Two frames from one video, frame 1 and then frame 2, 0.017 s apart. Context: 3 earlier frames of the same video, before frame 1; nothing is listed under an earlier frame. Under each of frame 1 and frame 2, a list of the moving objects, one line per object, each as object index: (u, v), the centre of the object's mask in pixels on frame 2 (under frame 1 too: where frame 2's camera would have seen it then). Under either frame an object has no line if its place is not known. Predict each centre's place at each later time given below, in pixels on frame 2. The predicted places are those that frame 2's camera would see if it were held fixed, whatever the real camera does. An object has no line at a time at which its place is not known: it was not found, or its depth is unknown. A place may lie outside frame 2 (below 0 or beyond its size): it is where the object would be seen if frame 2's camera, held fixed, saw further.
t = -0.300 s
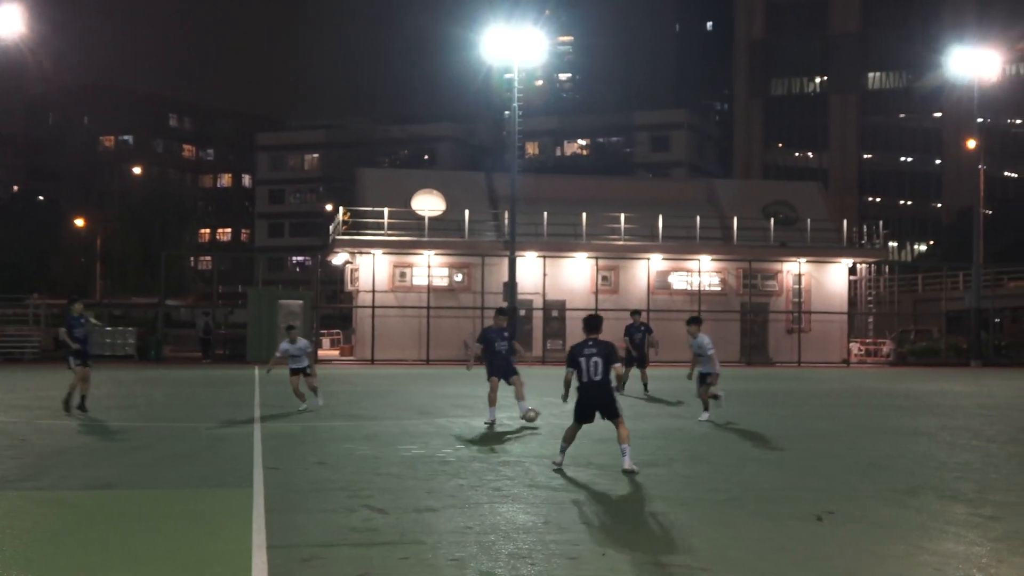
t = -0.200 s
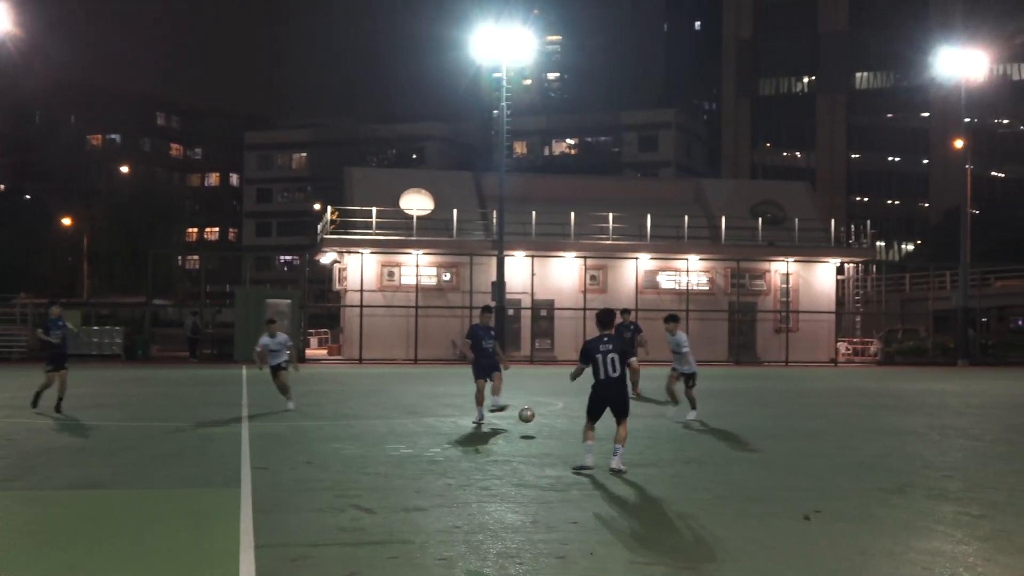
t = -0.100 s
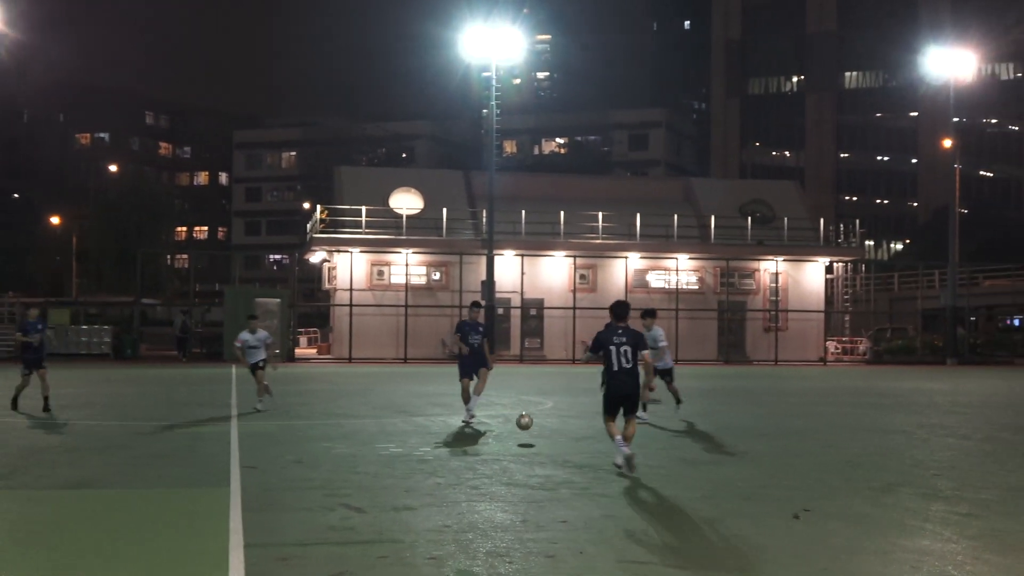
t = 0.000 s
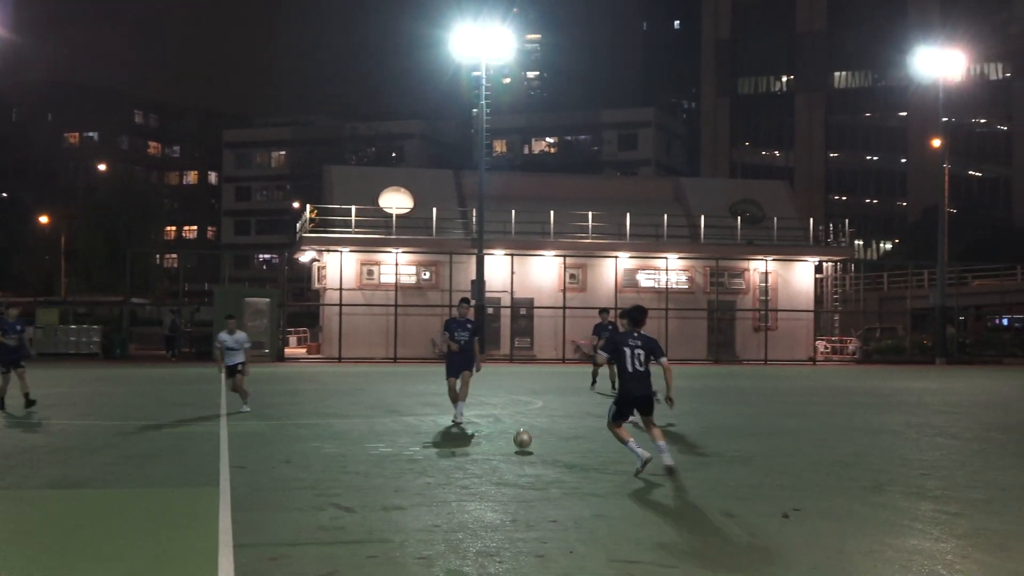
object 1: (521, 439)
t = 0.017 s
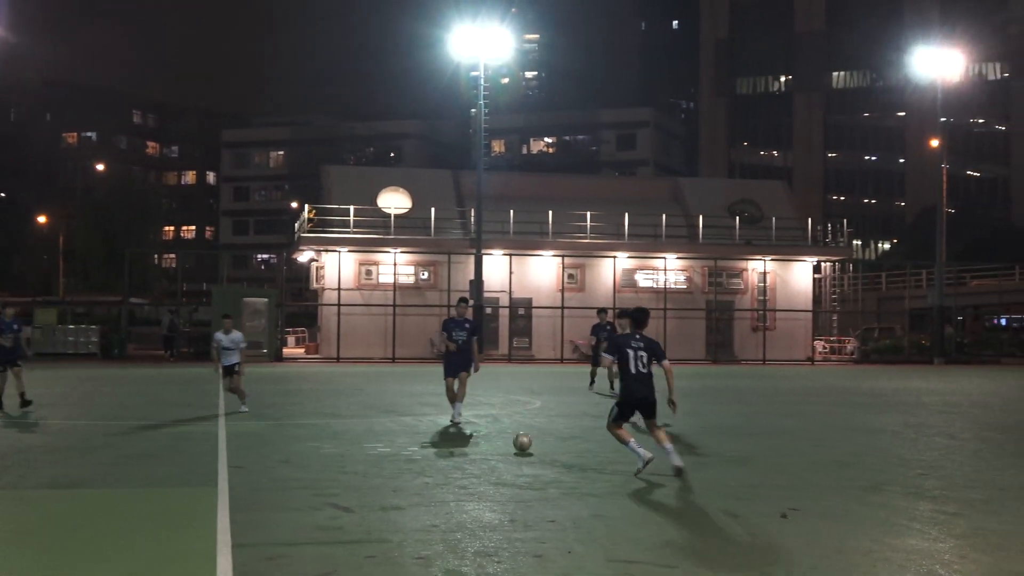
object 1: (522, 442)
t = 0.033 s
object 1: (523, 441)
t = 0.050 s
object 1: (524, 440)
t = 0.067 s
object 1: (525, 439)
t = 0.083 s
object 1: (526, 439)
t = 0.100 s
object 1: (527, 439)
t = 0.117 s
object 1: (527, 439)
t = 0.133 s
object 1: (529, 440)
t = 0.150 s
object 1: (530, 440)
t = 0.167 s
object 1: (531, 442)
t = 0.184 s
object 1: (532, 443)
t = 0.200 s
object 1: (533, 445)
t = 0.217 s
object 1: (535, 448)
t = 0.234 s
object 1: (536, 450)
